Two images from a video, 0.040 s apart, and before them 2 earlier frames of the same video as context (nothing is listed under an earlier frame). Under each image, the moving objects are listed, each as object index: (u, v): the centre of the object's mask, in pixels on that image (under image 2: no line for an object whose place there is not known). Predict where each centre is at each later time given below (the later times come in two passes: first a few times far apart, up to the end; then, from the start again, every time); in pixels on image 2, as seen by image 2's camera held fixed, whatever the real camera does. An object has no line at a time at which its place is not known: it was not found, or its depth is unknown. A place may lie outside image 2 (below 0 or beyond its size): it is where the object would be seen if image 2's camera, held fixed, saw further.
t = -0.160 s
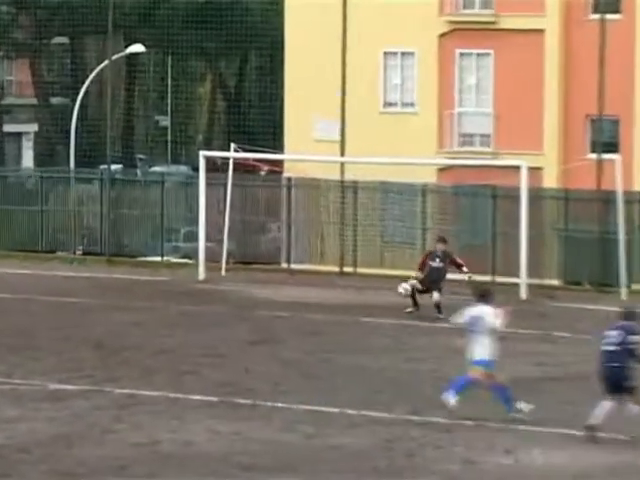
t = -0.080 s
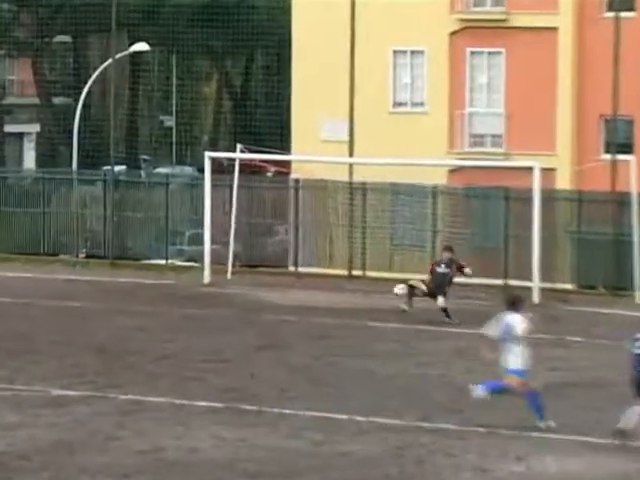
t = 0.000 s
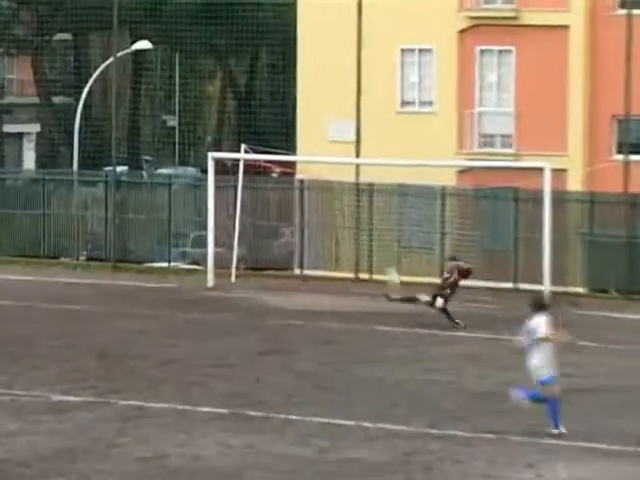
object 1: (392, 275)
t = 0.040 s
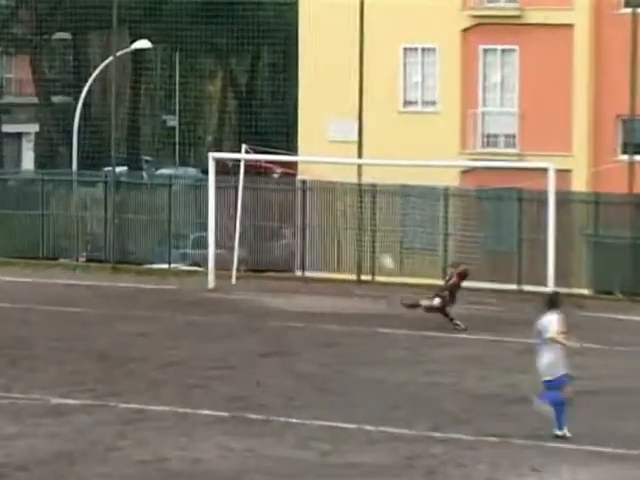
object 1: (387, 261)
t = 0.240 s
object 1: (350, 207)
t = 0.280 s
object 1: (342, 201)
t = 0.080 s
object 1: (380, 247)
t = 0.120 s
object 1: (372, 236)
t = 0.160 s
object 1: (364, 224)
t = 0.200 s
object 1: (356, 215)
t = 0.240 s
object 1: (350, 207)
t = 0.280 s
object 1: (342, 201)
